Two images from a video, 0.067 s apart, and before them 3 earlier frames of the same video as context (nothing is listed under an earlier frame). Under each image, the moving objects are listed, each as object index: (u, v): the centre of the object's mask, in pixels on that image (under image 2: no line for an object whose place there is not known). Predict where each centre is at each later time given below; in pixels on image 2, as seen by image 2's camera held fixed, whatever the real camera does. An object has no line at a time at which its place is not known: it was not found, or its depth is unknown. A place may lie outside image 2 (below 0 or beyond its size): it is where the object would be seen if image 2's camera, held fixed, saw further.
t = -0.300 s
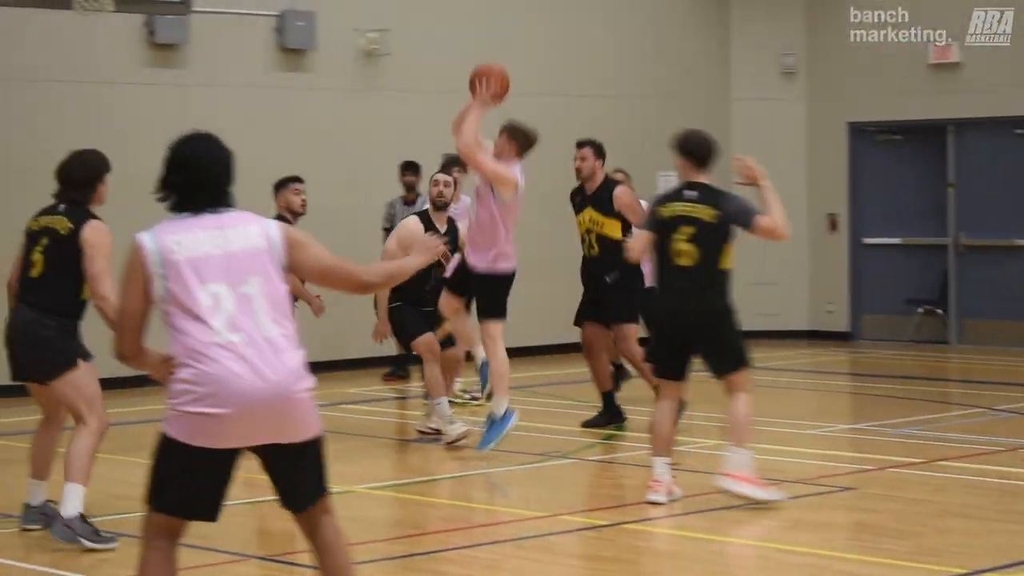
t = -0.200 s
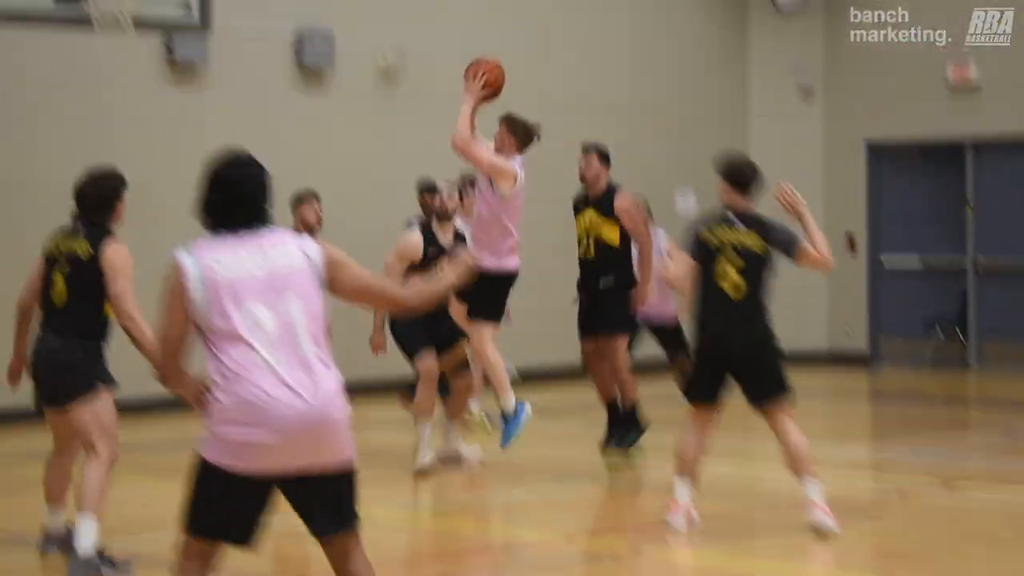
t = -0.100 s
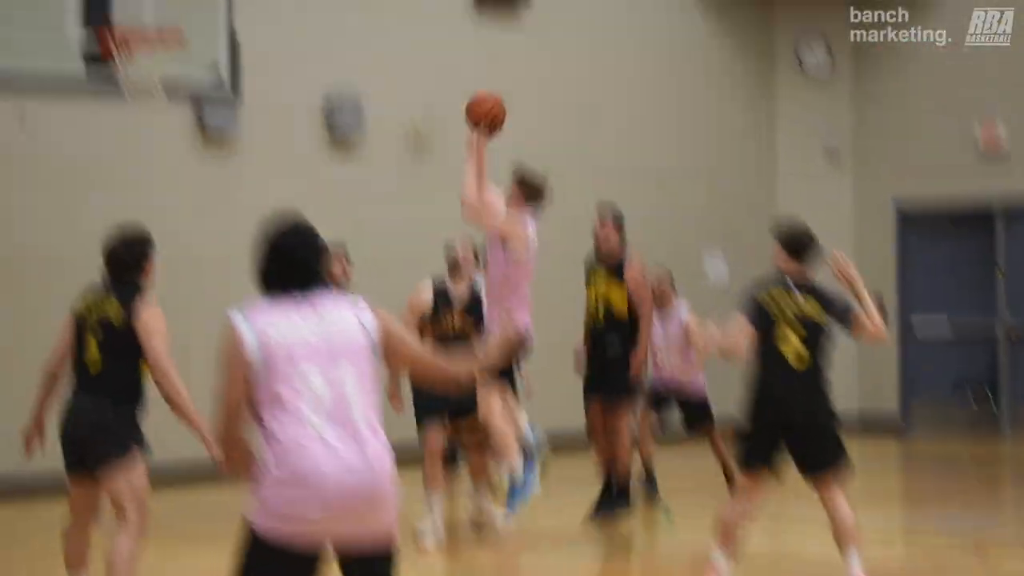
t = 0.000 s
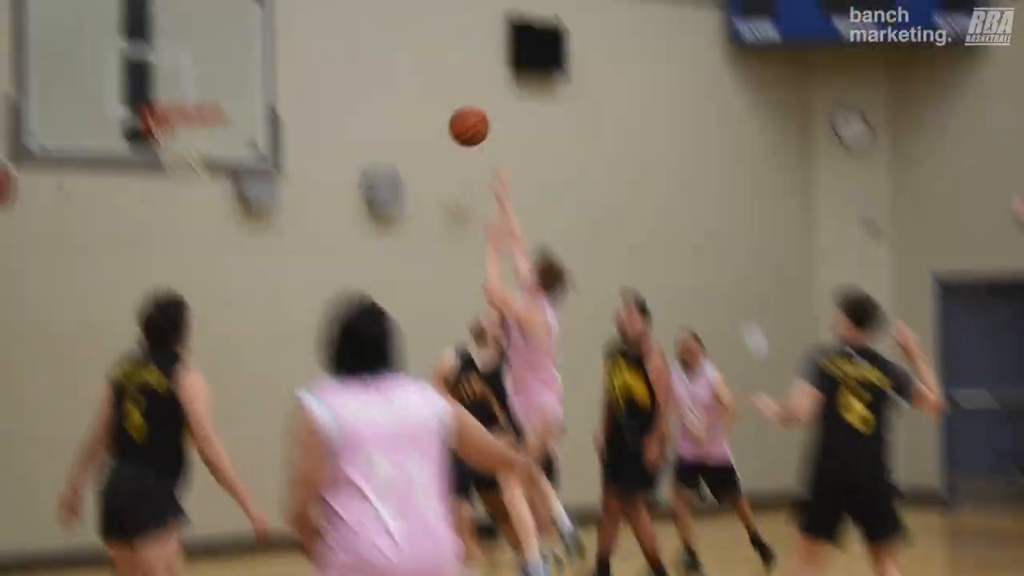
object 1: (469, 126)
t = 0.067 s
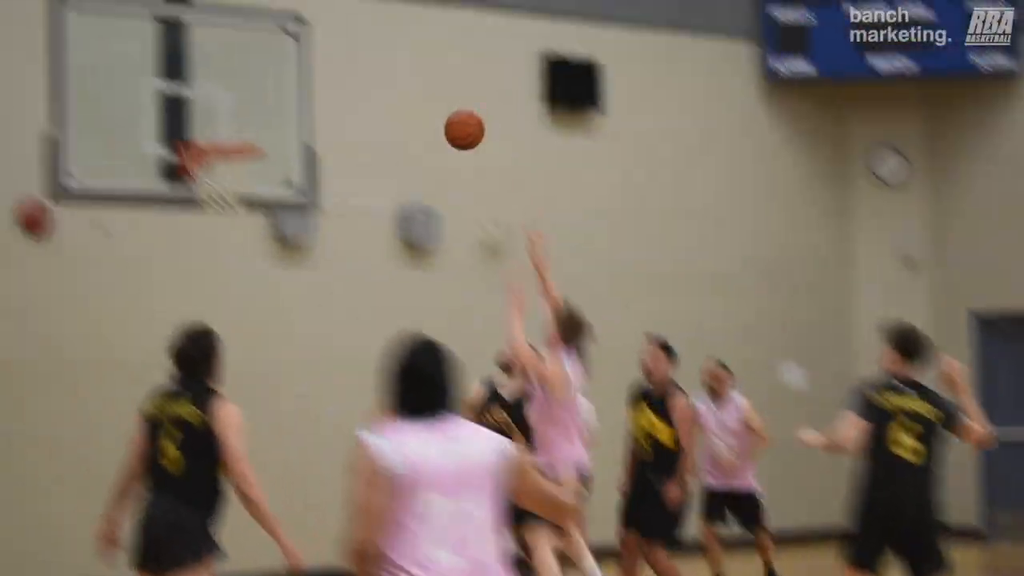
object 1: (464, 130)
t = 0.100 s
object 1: (445, 118)
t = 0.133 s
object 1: (426, 107)
